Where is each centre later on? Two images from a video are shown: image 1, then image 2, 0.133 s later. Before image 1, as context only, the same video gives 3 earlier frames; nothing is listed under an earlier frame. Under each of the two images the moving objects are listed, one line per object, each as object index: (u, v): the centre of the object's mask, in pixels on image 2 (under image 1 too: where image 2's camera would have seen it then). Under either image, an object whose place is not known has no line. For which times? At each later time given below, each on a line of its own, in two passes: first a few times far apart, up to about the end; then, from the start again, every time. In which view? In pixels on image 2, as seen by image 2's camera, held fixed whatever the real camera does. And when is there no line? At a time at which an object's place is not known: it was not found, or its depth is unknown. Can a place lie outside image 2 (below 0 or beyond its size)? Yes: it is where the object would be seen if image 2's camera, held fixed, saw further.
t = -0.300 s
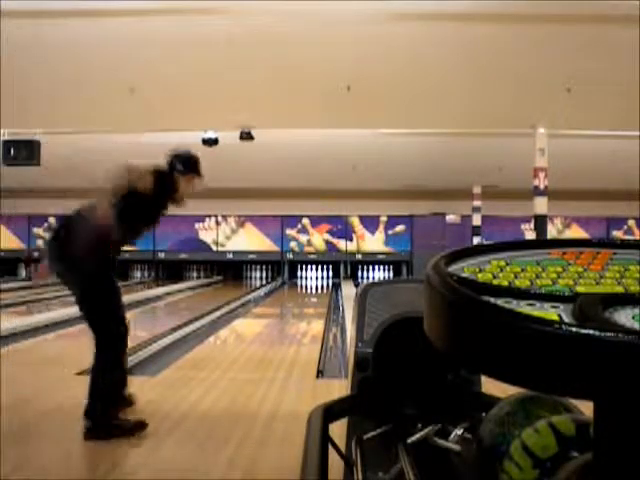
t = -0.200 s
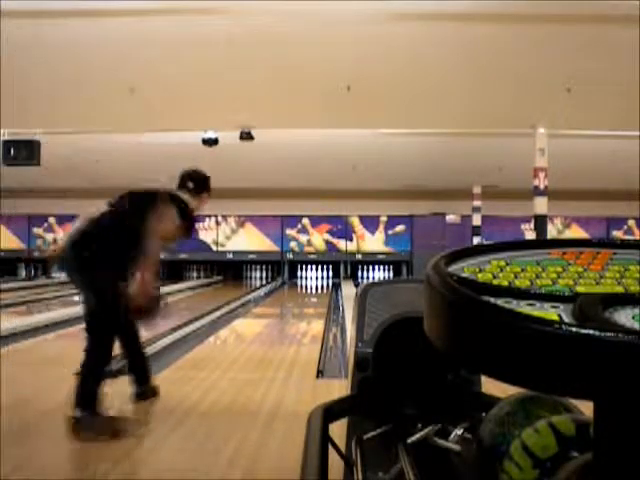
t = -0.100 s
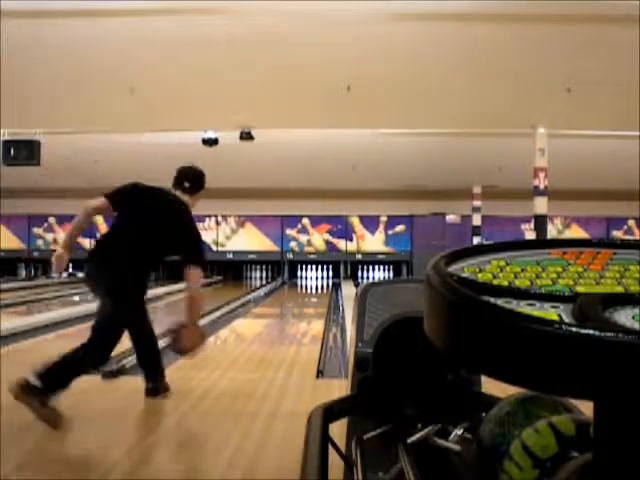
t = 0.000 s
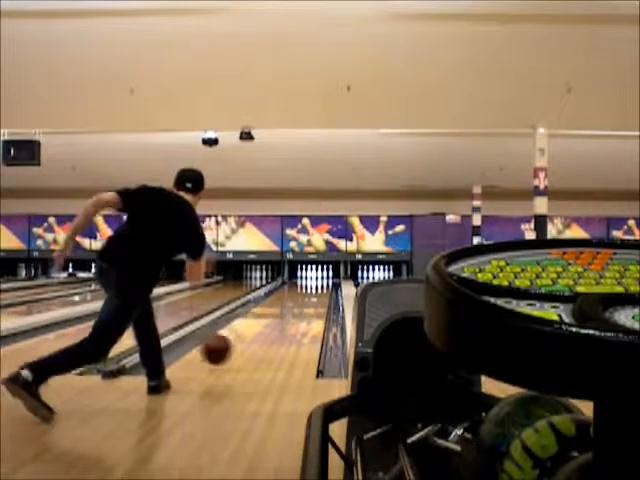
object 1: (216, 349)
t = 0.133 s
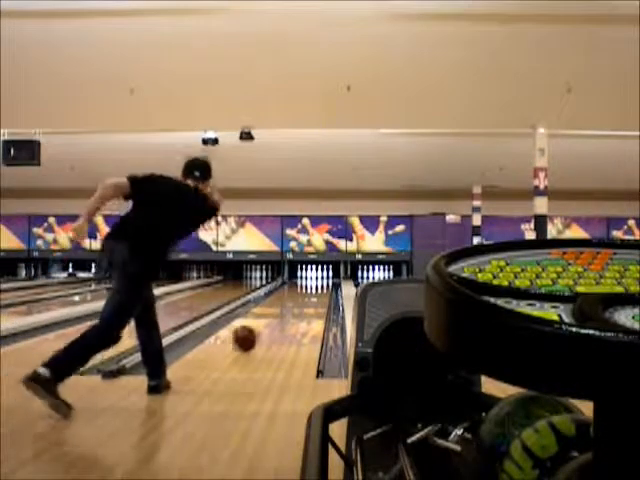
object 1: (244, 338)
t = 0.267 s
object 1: (264, 326)
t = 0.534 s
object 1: (291, 309)
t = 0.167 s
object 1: (250, 335)
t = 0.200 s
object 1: (255, 331)
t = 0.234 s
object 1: (260, 329)
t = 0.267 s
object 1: (264, 326)
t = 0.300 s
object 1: (269, 323)
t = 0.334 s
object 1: (272, 321)
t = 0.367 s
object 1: (276, 318)
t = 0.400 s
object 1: (279, 316)
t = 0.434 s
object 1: (282, 314)
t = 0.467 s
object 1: (285, 312)
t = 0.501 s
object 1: (288, 311)
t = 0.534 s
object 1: (291, 309)
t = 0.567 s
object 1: (293, 308)
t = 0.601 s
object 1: (295, 307)
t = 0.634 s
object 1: (297, 305)
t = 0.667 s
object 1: (300, 304)
